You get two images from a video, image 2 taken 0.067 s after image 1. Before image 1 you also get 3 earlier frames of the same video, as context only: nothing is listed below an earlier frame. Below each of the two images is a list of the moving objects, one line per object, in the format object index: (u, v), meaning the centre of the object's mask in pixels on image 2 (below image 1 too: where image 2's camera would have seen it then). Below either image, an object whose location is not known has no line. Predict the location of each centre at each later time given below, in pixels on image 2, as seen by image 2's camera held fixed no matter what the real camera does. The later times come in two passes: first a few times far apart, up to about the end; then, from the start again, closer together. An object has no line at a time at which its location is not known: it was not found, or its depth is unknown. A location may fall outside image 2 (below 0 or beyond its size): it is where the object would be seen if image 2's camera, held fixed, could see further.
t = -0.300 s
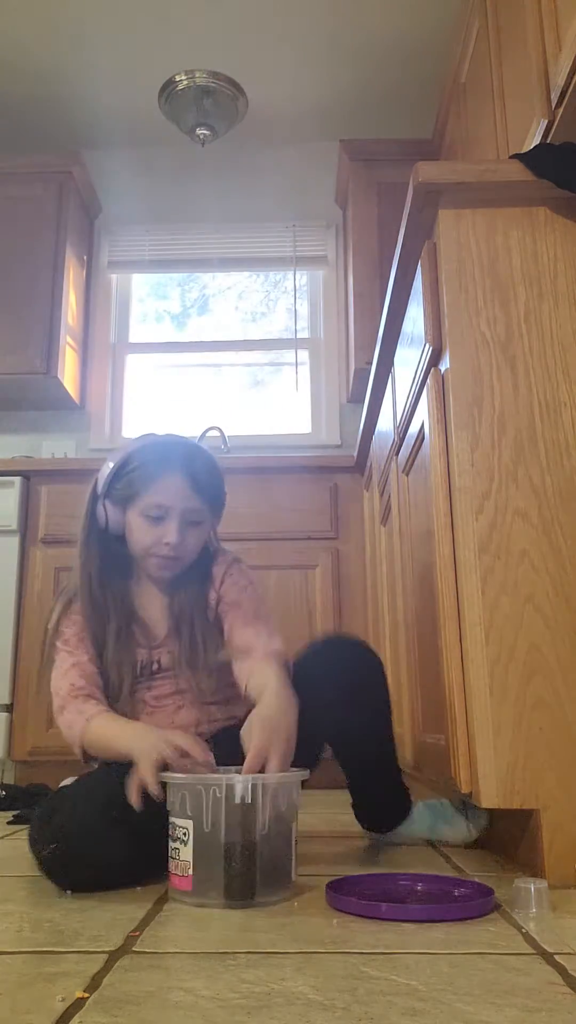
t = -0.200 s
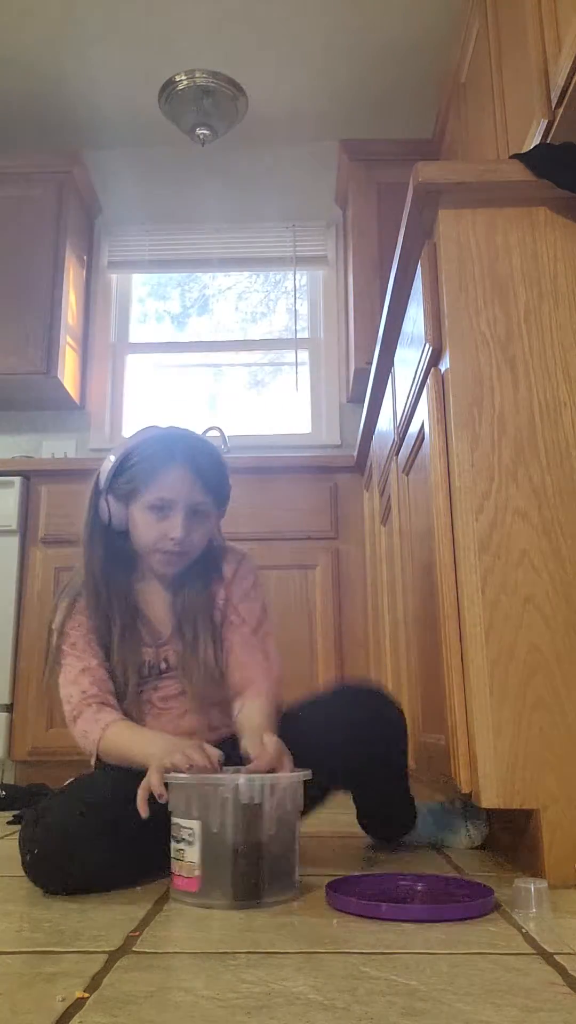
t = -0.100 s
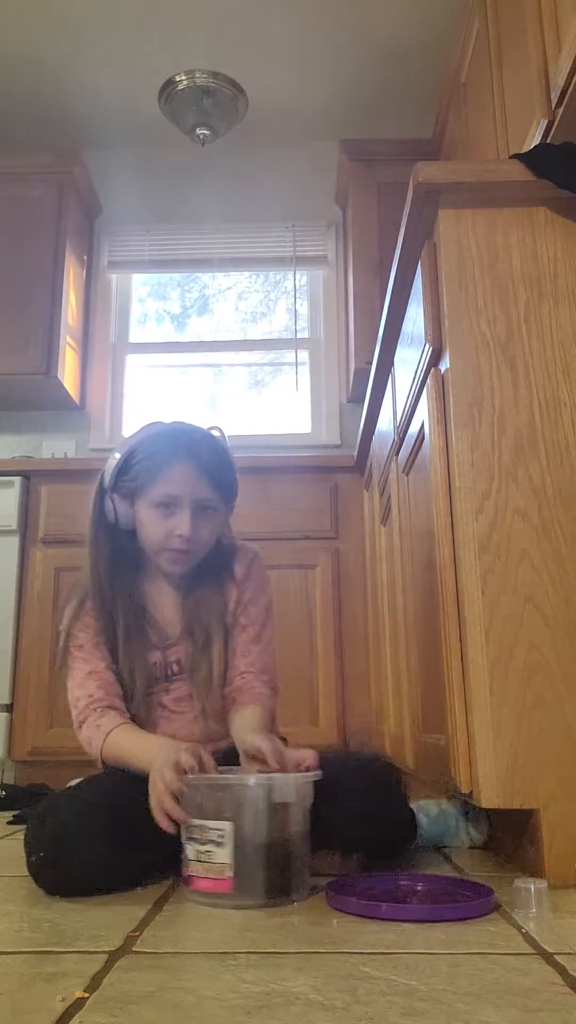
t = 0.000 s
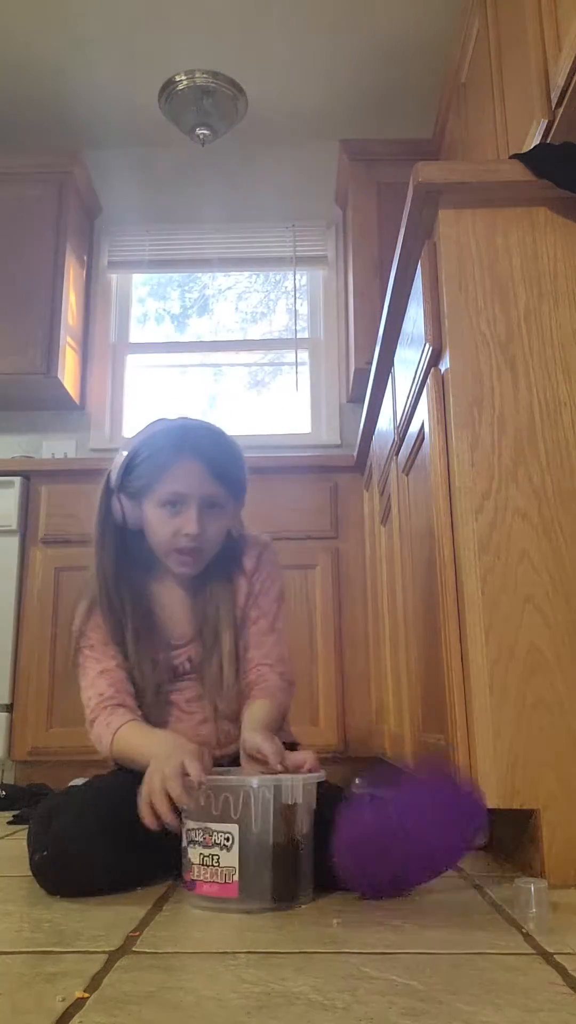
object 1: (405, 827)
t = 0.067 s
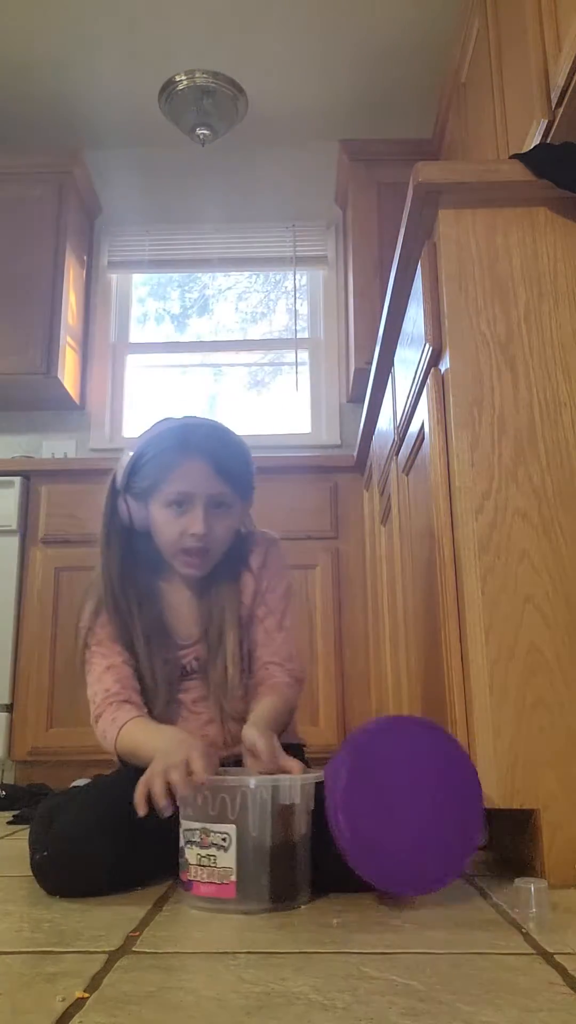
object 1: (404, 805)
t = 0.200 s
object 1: (415, 875)
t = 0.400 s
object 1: (407, 881)
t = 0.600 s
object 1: (396, 900)
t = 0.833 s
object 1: (391, 924)
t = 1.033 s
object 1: (398, 928)
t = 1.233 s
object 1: (400, 932)
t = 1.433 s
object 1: (400, 932)
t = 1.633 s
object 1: (400, 932)
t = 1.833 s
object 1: (400, 932)
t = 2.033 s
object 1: (400, 932)
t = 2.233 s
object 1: (400, 932)
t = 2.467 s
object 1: (400, 932)
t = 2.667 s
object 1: (400, 932)
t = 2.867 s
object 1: (400, 932)
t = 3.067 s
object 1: (400, 932)
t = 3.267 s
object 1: (400, 932)
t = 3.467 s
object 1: (400, 932)
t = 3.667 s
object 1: (400, 932)
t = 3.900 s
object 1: (400, 932)
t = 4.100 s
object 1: (400, 932)
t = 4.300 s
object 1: (400, 932)
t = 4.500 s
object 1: (400, 932)
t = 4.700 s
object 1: (400, 932)
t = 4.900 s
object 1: (400, 932)
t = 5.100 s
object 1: (400, 932)
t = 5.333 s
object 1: (400, 932)
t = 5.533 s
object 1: (400, 932)
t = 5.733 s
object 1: (400, 932)
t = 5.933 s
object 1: (400, 932)
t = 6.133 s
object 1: (400, 932)
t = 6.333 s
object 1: (400, 932)
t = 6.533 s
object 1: (400, 932)
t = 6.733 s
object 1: (400, 932)
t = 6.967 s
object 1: (400, 932)
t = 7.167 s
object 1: (400, 932)
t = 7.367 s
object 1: (400, 932)
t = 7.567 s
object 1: (400, 932)
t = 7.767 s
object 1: (400, 932)
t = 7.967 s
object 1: (400, 932)
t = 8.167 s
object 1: (400, 932)
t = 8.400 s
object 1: (400, 932)
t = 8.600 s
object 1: (400, 932)
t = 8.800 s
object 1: (400, 932)
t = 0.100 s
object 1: (405, 809)
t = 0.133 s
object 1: (408, 822)
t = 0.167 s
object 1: (407, 843)
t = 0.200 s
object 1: (415, 875)
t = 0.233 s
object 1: (410, 906)
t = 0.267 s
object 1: (416, 900)
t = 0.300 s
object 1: (417, 891)
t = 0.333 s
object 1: (412, 883)
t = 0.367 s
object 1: (408, 875)
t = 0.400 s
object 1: (407, 881)
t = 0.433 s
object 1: (408, 893)
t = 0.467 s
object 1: (405, 921)
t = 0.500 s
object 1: (416, 920)
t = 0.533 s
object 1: (397, 895)
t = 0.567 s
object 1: (402, 893)
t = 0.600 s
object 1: (396, 900)
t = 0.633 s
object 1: (395, 919)
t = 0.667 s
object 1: (402, 927)
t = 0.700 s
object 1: (395, 914)
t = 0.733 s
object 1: (391, 916)
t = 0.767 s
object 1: (391, 918)
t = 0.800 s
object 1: (398, 923)
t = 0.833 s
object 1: (391, 924)
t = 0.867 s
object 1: (392, 921)
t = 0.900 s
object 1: (399, 922)
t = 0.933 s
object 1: (399, 927)
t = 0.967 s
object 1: (397, 926)
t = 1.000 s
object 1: (403, 927)
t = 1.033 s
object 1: (398, 928)
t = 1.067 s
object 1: (401, 929)
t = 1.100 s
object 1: (398, 930)
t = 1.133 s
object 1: (400, 931)
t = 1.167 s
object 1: (400, 931)
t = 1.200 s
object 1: (400, 932)
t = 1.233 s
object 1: (400, 932)
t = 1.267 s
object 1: (400, 932)
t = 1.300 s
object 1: (400, 932)
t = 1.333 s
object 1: (400, 932)
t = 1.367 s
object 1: (400, 932)
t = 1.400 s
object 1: (400, 932)
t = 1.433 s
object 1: (400, 932)
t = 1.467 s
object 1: (400, 932)
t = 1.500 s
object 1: (400, 932)
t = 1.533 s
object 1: (400, 932)
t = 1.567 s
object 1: (400, 932)
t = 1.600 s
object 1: (400, 932)
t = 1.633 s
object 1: (400, 932)
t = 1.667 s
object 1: (400, 932)
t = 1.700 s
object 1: (400, 932)
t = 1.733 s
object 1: (400, 932)
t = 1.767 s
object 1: (400, 932)
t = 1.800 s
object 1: (400, 932)
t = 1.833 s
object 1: (400, 932)
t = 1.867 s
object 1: (400, 932)
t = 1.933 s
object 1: (400, 932)
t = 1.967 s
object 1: (400, 932)
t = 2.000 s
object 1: (400, 932)
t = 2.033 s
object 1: (400, 932)
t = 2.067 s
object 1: (400, 932)
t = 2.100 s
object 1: (400, 932)
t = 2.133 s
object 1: (400, 932)
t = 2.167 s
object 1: (400, 932)
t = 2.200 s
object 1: (400, 932)
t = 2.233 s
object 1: (400, 932)
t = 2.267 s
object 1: (400, 932)
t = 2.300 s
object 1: (400, 932)
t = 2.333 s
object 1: (400, 932)
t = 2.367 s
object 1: (400, 932)
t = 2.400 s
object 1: (400, 932)
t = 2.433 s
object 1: (400, 932)
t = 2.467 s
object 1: (400, 932)
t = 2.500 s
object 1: (400, 932)
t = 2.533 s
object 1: (400, 932)
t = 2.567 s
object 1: (400, 932)
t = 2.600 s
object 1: (400, 932)
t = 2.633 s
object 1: (400, 932)
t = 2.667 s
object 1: (400, 932)
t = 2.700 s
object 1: (400, 932)
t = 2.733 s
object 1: (400, 932)
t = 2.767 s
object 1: (400, 932)
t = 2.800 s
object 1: (400, 932)
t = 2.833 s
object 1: (400, 932)
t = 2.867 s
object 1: (400, 932)
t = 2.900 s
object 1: (400, 932)
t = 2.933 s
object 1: (400, 932)
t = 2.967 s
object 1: (400, 932)
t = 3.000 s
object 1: (400, 932)
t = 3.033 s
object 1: (400, 932)
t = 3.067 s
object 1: (400, 932)
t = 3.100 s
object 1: (400, 932)
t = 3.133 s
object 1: (400, 932)
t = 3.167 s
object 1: (400, 932)
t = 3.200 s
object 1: (400, 932)
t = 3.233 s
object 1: (400, 932)
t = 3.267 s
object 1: (400, 932)
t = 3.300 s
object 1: (400, 932)
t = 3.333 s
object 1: (400, 932)
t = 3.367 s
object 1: (400, 932)
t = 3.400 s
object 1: (400, 932)
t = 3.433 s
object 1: (400, 932)
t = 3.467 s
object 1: (400, 932)
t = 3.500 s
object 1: (400, 932)
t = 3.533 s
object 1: (400, 932)
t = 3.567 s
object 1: (400, 932)
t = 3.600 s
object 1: (400, 932)
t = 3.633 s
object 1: (400, 932)
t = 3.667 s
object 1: (400, 932)
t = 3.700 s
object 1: (400, 932)
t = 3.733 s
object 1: (400, 932)
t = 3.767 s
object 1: (400, 932)
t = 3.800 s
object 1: (400, 932)
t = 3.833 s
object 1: (400, 932)
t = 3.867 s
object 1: (400, 932)
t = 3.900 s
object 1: (400, 932)
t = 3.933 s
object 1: (400, 932)
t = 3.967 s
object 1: (400, 932)
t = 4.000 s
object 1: (400, 932)
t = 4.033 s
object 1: (400, 932)
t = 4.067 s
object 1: (400, 932)
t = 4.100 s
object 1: (400, 932)
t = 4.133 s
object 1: (400, 932)
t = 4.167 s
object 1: (400, 932)
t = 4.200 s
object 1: (400, 932)
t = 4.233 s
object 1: (400, 932)
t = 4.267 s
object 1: (400, 932)
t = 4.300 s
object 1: (400, 932)
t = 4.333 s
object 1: (400, 932)
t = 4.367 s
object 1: (400, 932)
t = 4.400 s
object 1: (400, 932)
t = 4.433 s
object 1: (400, 932)
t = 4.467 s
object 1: (400, 932)
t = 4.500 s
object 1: (400, 932)
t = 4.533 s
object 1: (400, 932)
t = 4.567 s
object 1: (400, 932)
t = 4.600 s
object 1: (400, 932)
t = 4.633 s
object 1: (400, 932)
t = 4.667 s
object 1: (400, 932)
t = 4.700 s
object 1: (400, 932)
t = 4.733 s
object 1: (400, 932)
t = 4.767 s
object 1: (400, 932)
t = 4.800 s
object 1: (400, 932)
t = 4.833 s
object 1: (400, 932)
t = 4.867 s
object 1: (400, 932)
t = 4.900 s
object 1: (400, 932)
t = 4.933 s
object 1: (400, 932)
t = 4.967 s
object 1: (400, 932)
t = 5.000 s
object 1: (400, 932)
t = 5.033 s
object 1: (400, 932)
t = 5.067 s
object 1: (400, 932)
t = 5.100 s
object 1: (400, 932)
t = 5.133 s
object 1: (400, 932)
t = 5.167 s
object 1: (400, 932)
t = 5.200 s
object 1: (400, 932)
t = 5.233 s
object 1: (400, 932)
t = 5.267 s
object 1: (400, 932)
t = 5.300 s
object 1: (400, 932)
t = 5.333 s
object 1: (400, 932)
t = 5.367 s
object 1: (400, 932)
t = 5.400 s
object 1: (400, 932)
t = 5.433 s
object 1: (400, 932)
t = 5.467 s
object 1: (400, 932)
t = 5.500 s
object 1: (400, 932)
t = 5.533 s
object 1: (400, 932)
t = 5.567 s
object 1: (400, 932)
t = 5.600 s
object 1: (400, 932)
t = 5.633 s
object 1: (400, 932)
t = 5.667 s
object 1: (400, 932)
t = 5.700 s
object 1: (400, 932)
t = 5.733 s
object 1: (400, 932)
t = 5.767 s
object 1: (400, 932)
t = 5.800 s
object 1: (400, 932)
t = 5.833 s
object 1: (400, 932)
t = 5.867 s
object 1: (400, 932)
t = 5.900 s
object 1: (400, 932)
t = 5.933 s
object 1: (400, 932)
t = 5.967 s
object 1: (400, 932)
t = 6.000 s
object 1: (400, 932)
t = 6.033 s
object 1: (400, 932)
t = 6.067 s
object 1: (400, 932)
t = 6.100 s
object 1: (400, 932)
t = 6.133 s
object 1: (400, 932)
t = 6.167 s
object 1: (400, 932)
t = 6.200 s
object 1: (400, 932)
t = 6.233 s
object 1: (400, 932)
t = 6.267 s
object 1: (400, 932)
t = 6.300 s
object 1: (400, 932)
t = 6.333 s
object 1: (400, 932)
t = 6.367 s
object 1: (400, 932)
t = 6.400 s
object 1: (400, 932)
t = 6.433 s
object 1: (400, 932)
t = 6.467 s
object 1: (400, 932)
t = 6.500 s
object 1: (400, 932)
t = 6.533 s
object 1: (400, 932)
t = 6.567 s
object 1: (400, 932)
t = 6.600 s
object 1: (400, 932)
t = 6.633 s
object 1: (400, 932)
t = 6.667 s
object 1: (400, 932)
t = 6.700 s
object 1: (400, 932)
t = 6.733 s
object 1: (400, 932)
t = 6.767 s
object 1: (400, 932)
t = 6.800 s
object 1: (400, 932)
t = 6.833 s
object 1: (400, 932)
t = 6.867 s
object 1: (400, 932)
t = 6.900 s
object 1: (400, 932)
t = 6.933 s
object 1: (400, 932)
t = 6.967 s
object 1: (400, 932)
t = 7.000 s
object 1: (400, 932)
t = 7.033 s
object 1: (400, 932)
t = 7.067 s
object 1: (400, 932)
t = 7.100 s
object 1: (400, 932)
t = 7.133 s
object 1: (400, 932)
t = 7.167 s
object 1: (400, 932)
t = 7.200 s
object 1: (400, 932)
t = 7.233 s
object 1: (400, 932)
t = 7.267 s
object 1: (400, 932)
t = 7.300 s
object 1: (400, 932)
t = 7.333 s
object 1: (400, 932)
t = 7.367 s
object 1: (400, 932)
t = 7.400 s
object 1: (400, 932)
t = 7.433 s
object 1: (400, 932)
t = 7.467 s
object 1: (400, 932)
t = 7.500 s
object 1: (400, 932)
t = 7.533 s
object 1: (400, 932)
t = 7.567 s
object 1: (400, 932)
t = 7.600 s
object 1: (400, 932)
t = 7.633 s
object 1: (400, 932)
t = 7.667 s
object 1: (400, 932)
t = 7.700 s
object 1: (400, 932)
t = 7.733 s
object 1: (400, 932)
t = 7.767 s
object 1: (400, 932)
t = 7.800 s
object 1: (400, 932)
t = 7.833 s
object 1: (400, 932)
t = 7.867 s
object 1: (400, 932)
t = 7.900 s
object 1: (400, 932)
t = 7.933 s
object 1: (400, 932)
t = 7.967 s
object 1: (400, 932)
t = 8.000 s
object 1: (400, 932)
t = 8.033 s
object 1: (400, 932)
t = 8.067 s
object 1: (400, 932)
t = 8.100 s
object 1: (400, 932)
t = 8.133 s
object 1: (400, 932)
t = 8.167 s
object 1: (400, 932)
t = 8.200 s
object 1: (400, 932)
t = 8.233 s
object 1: (400, 932)
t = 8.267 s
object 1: (400, 932)
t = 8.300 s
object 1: (400, 932)
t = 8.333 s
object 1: (400, 932)
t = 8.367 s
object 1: (400, 932)
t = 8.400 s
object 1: (400, 932)
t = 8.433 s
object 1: (400, 932)
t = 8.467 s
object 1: (400, 932)
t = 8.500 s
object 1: (400, 932)
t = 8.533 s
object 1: (400, 932)
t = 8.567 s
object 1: (400, 932)
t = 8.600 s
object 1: (400, 932)
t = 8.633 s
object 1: (400, 932)
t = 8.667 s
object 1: (400, 932)
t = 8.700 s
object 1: (400, 932)
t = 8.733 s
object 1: (400, 932)
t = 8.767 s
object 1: (400, 932)
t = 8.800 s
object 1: (400, 932)
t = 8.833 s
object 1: (400, 932)
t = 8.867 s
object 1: (400, 932)
